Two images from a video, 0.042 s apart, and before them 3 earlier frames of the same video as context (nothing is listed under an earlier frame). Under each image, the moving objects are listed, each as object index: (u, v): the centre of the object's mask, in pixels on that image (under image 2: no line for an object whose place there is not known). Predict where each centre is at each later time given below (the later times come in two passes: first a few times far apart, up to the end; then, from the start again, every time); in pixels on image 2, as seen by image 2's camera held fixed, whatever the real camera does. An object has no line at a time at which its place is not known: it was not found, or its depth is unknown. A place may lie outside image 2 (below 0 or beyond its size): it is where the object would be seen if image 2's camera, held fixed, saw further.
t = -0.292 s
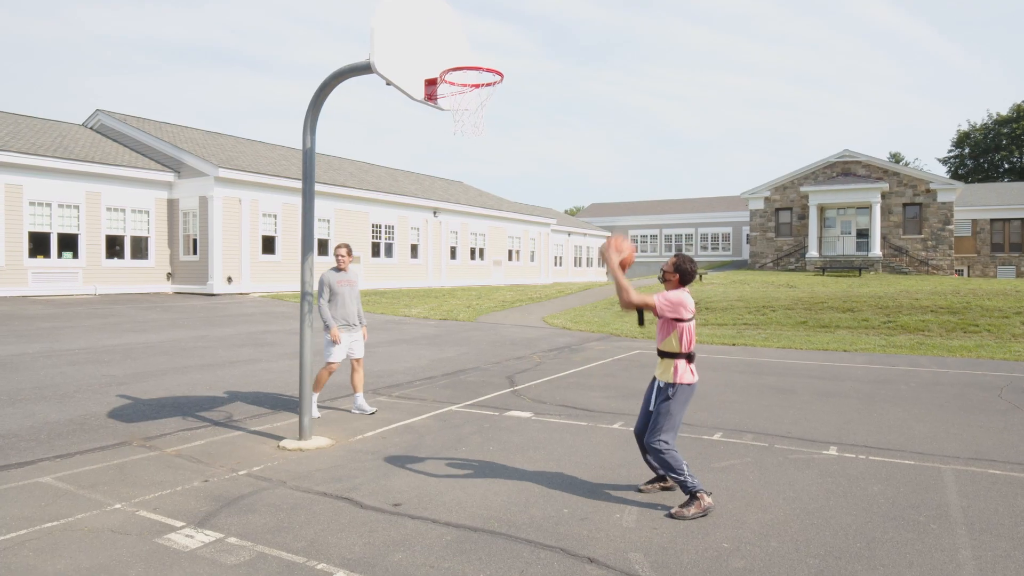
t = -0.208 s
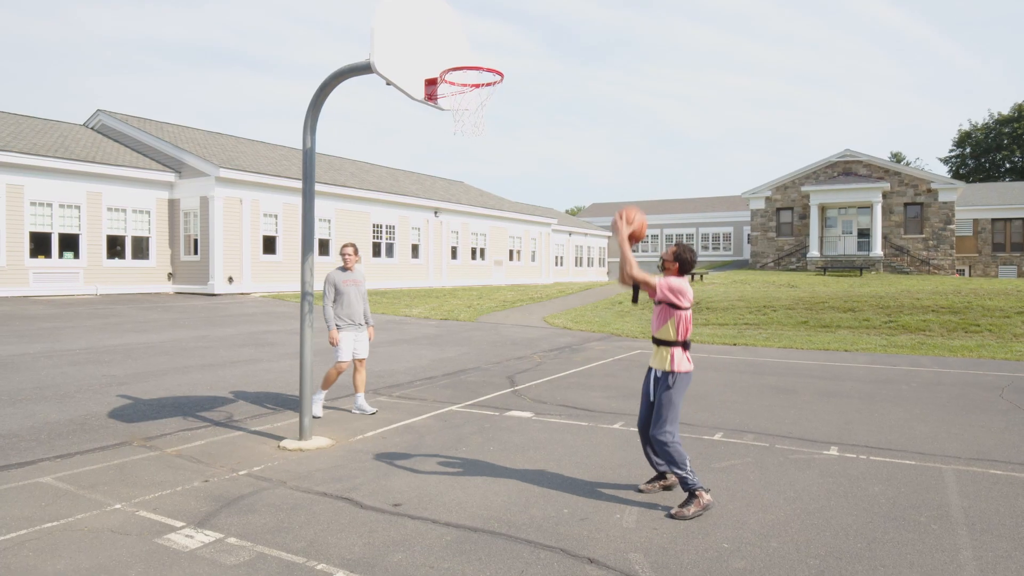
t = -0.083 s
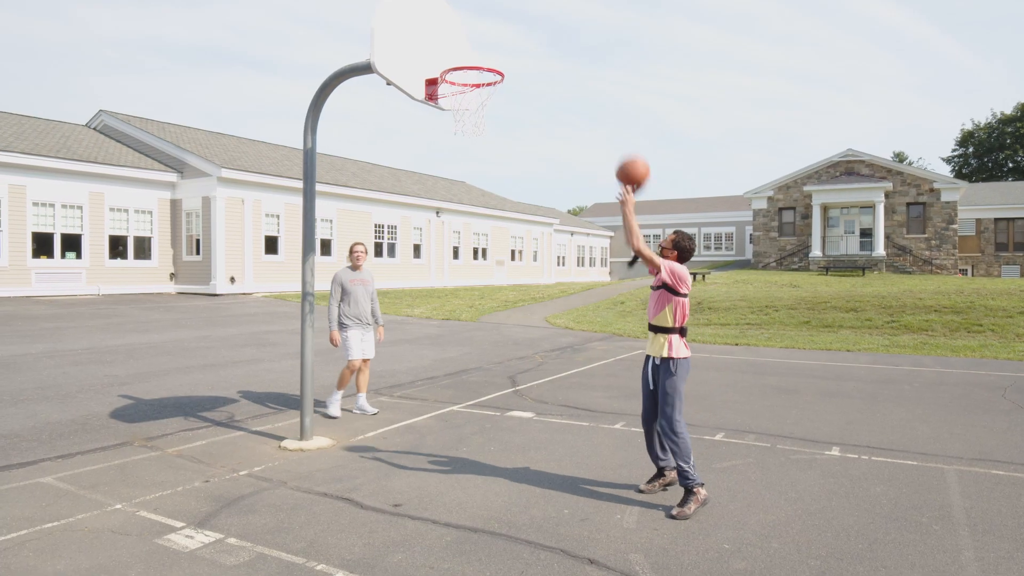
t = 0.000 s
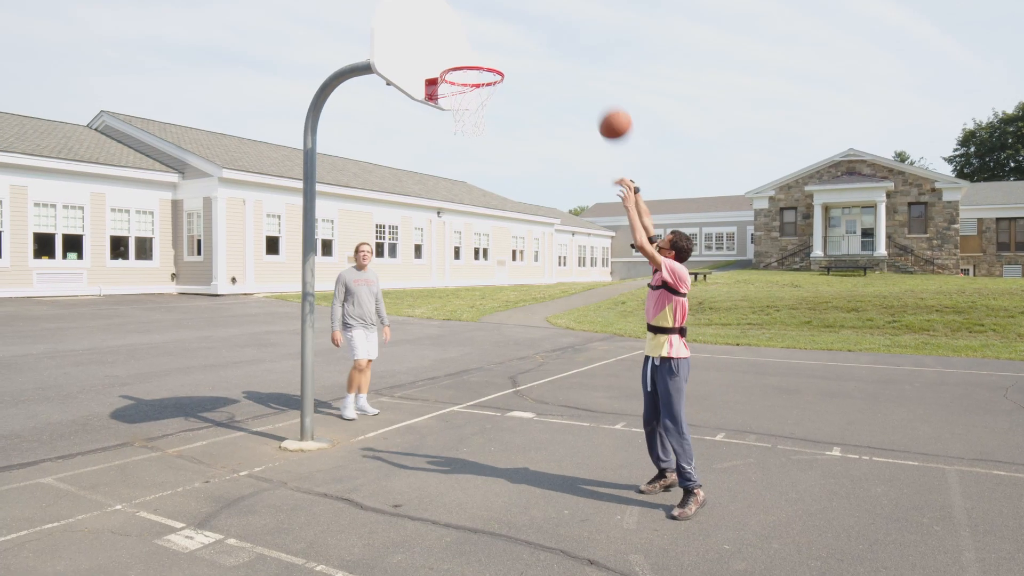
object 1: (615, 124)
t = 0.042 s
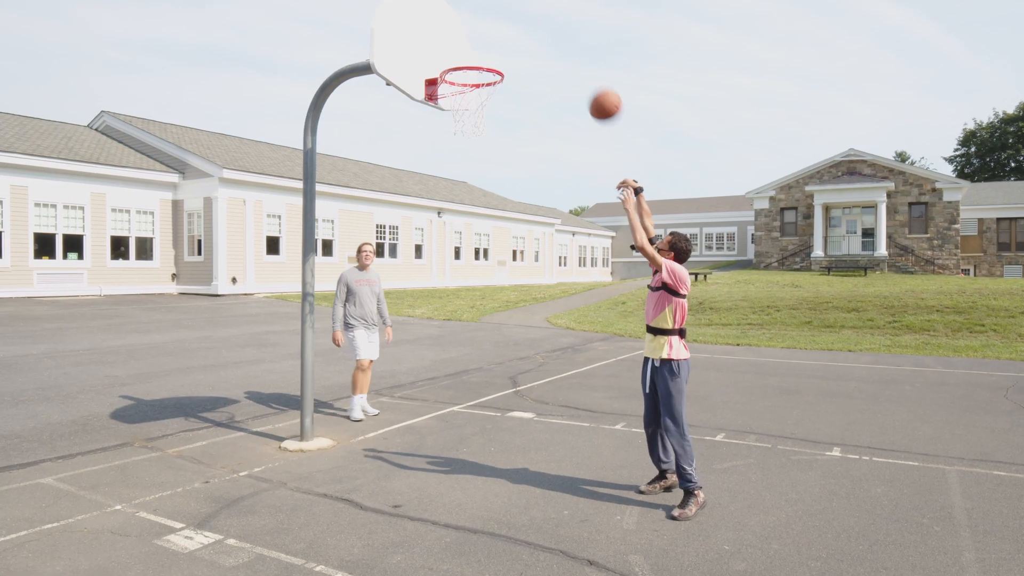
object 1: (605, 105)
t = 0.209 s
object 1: (567, 54)
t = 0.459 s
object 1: (513, 50)
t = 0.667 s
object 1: (495, 60)
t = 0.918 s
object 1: (477, 66)
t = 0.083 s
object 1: (595, 88)
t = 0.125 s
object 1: (585, 74)
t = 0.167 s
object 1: (576, 63)
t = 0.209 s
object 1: (567, 54)
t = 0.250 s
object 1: (557, 48)
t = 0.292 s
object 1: (548, 44)
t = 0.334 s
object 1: (539, 42)
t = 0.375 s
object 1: (530, 43)
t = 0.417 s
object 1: (522, 45)
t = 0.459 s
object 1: (513, 50)
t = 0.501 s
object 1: (505, 57)
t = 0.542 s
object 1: (501, 59)
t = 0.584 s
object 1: (499, 57)
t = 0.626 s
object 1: (497, 58)
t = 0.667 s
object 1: (495, 60)
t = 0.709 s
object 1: (493, 60)
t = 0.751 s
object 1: (490, 60)
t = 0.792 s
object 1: (486, 65)
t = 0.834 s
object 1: (483, 66)
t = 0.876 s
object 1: (481, 66)
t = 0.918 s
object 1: (477, 66)
